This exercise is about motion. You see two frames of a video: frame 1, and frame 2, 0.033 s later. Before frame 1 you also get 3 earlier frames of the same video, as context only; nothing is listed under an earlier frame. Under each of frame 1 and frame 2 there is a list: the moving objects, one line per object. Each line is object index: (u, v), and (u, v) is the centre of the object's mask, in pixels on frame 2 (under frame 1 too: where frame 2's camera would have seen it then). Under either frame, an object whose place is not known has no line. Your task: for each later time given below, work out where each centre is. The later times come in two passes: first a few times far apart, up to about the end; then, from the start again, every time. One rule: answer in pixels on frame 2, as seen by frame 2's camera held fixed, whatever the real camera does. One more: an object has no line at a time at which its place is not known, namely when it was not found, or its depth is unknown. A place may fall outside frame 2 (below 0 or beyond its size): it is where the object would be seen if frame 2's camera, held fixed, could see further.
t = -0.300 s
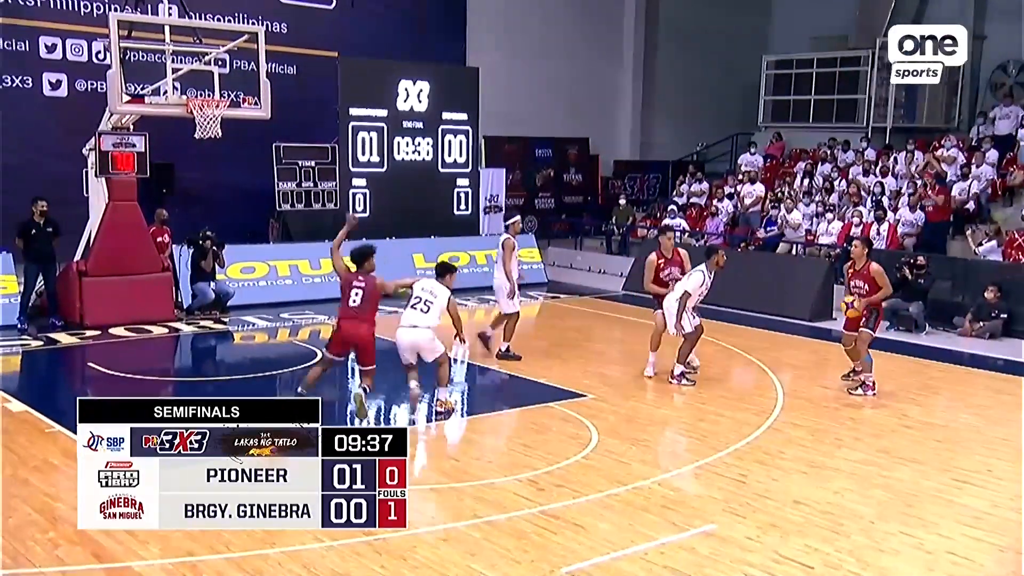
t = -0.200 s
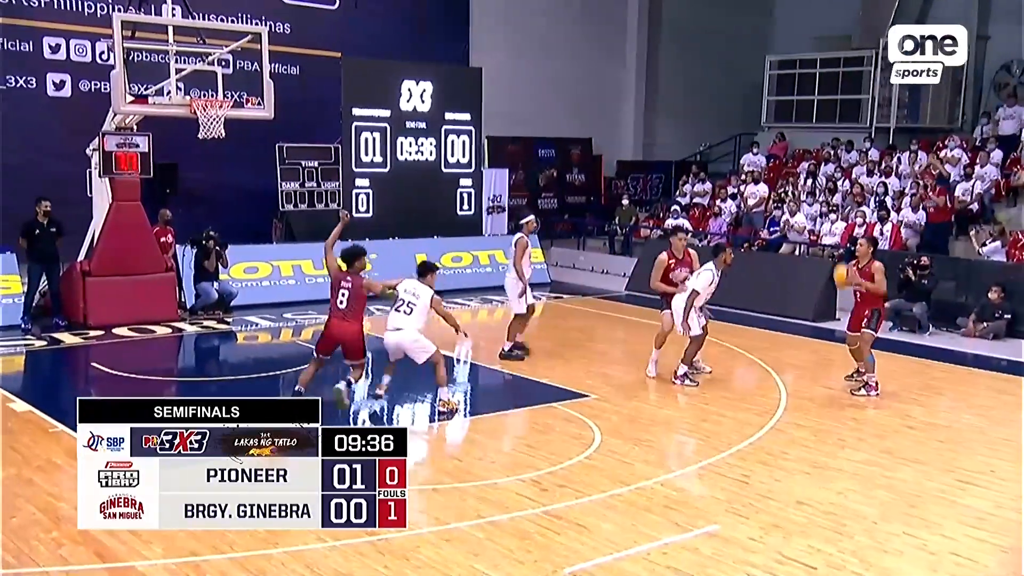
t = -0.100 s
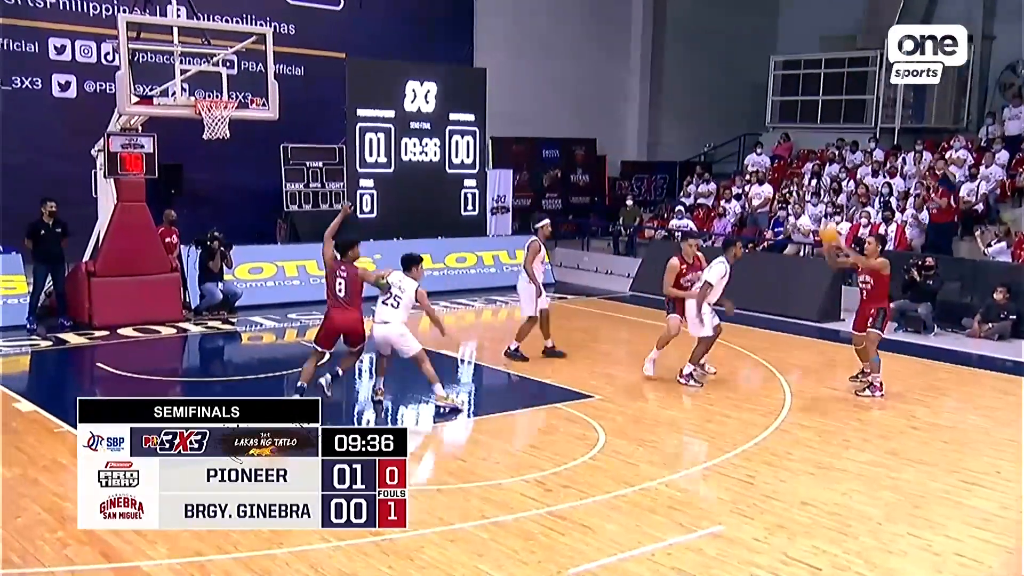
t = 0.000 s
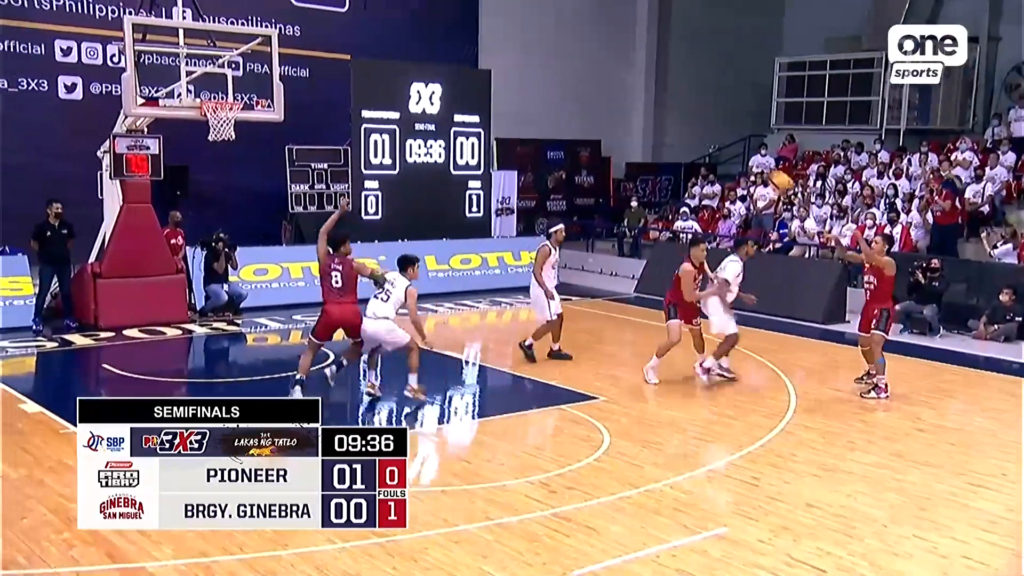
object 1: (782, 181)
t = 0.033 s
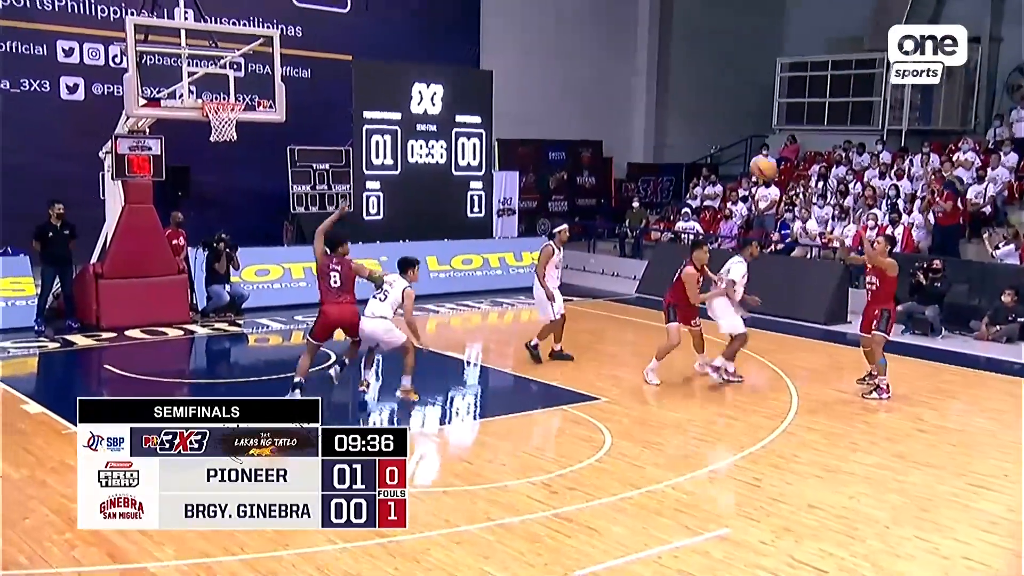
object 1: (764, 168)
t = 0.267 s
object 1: (630, 85)
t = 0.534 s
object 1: (480, 53)
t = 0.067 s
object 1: (744, 153)
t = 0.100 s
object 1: (726, 140)
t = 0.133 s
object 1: (707, 128)
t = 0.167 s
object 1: (688, 116)
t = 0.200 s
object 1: (669, 105)
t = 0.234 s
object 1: (650, 94)
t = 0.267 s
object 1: (630, 85)
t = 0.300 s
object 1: (611, 78)
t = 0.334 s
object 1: (592, 70)
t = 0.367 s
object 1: (573, 64)
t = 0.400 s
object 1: (555, 60)
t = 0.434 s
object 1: (537, 55)
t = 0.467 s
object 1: (518, 53)
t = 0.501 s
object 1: (499, 52)
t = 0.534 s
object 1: (480, 53)
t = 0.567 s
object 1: (462, 53)
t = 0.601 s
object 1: (444, 54)
